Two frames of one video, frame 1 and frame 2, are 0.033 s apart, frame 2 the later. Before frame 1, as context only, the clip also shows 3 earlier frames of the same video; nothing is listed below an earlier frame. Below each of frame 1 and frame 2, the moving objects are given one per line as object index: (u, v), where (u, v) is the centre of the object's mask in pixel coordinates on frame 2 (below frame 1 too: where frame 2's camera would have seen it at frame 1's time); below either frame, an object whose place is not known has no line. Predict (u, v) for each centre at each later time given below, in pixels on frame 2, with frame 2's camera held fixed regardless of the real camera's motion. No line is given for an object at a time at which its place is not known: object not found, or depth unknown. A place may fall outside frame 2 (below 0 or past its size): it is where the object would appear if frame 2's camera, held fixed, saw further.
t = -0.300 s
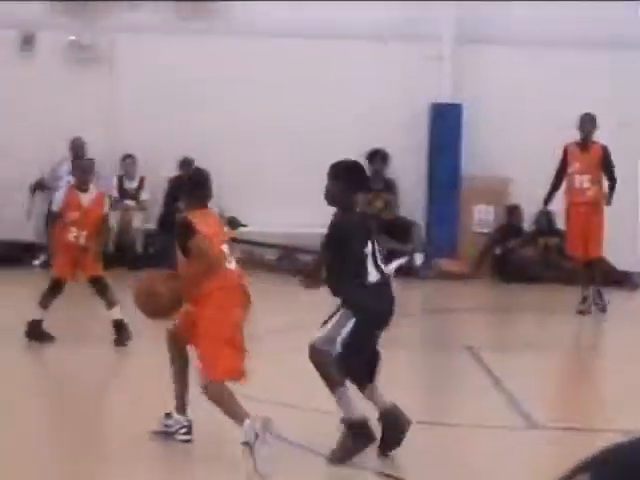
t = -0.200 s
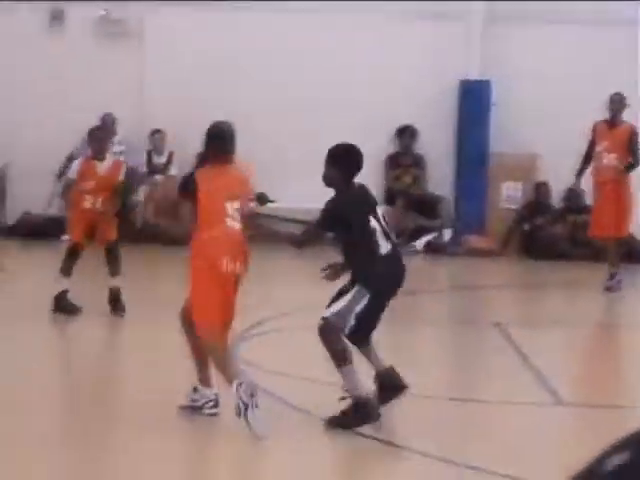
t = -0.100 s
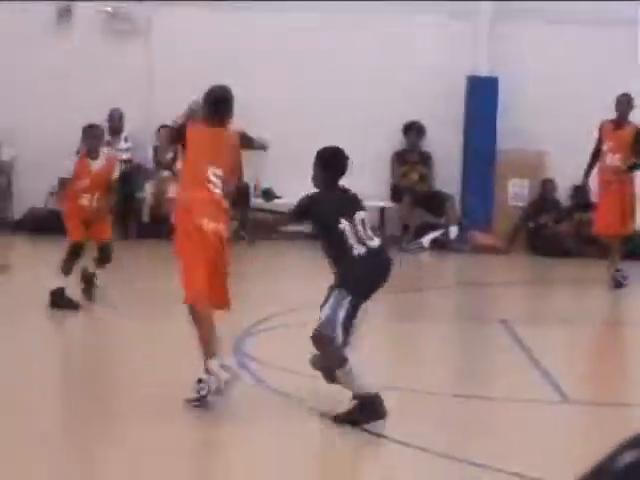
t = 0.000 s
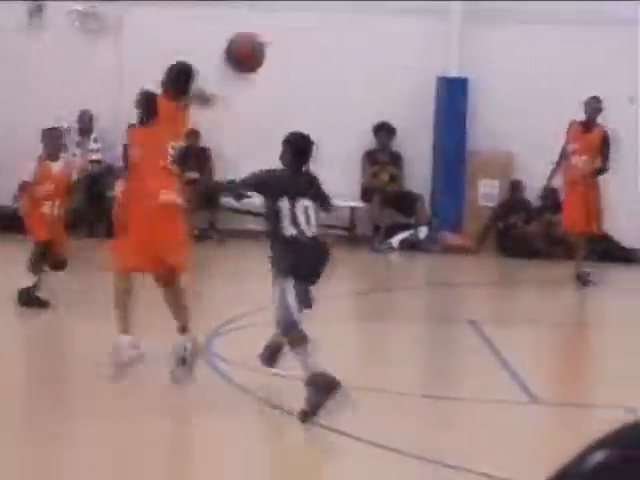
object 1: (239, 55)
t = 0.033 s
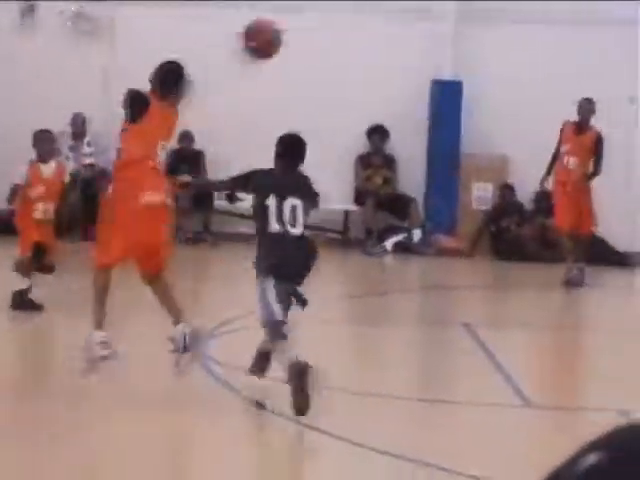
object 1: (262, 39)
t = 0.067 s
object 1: (284, 25)
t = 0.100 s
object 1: (302, 11)
